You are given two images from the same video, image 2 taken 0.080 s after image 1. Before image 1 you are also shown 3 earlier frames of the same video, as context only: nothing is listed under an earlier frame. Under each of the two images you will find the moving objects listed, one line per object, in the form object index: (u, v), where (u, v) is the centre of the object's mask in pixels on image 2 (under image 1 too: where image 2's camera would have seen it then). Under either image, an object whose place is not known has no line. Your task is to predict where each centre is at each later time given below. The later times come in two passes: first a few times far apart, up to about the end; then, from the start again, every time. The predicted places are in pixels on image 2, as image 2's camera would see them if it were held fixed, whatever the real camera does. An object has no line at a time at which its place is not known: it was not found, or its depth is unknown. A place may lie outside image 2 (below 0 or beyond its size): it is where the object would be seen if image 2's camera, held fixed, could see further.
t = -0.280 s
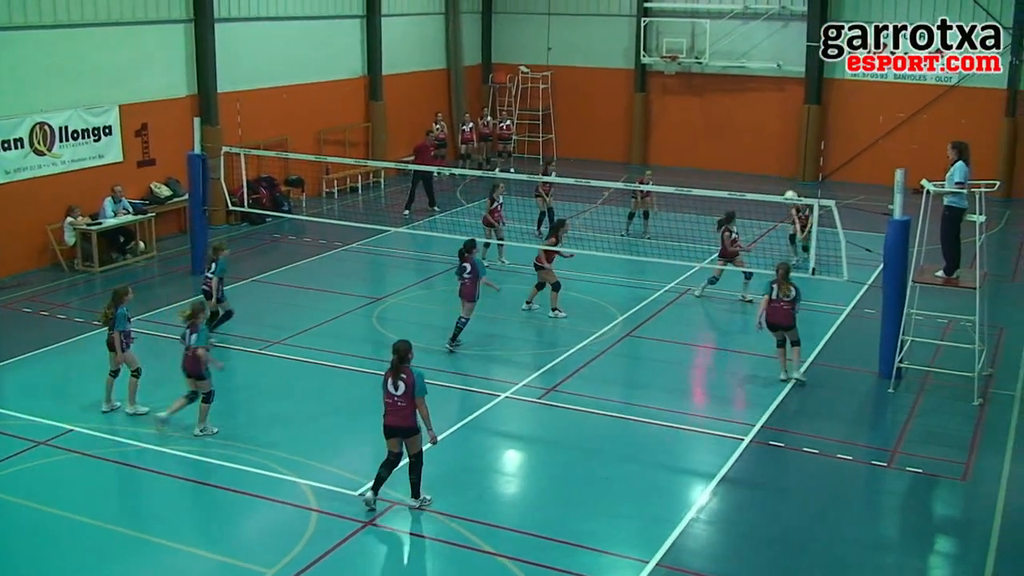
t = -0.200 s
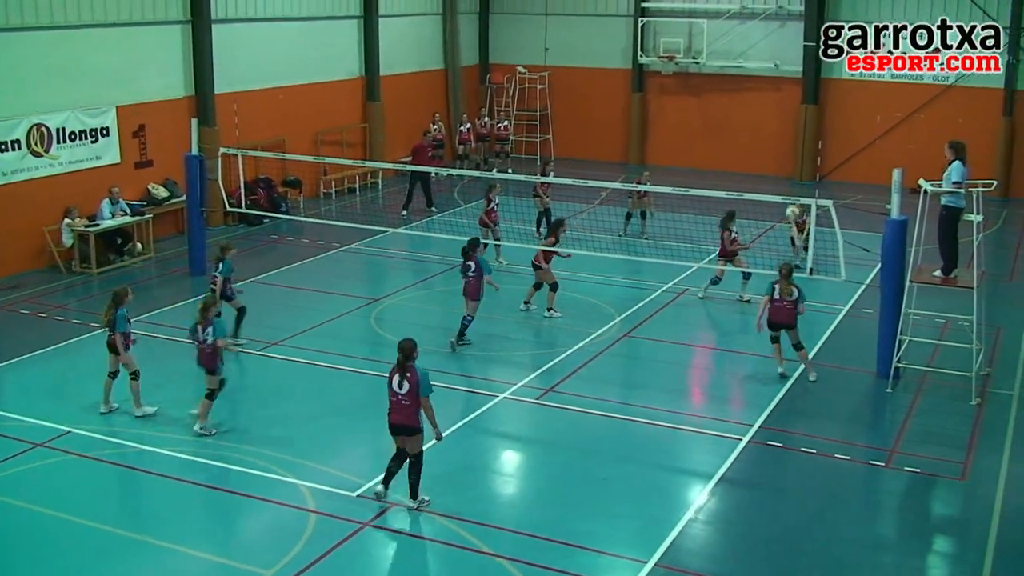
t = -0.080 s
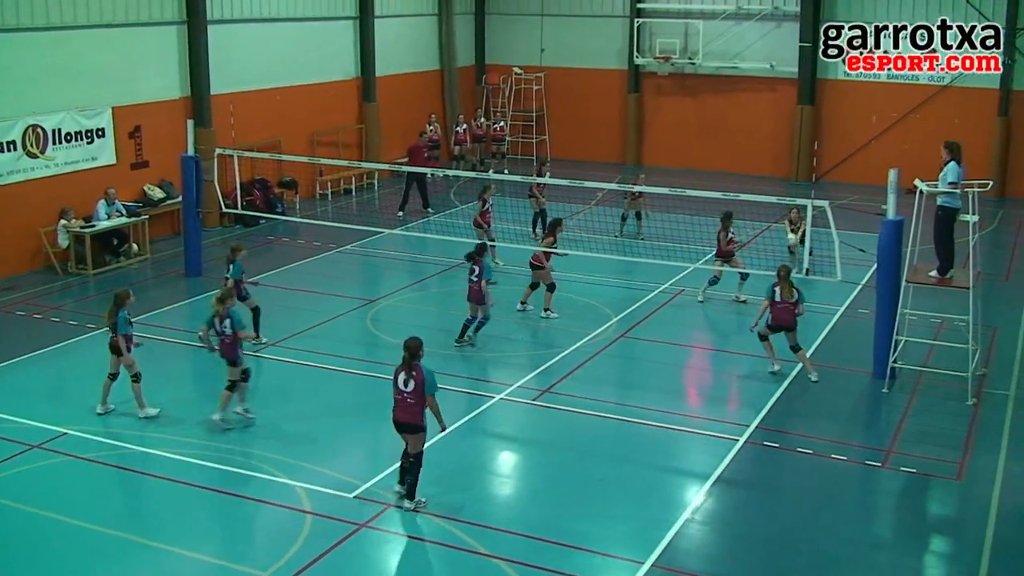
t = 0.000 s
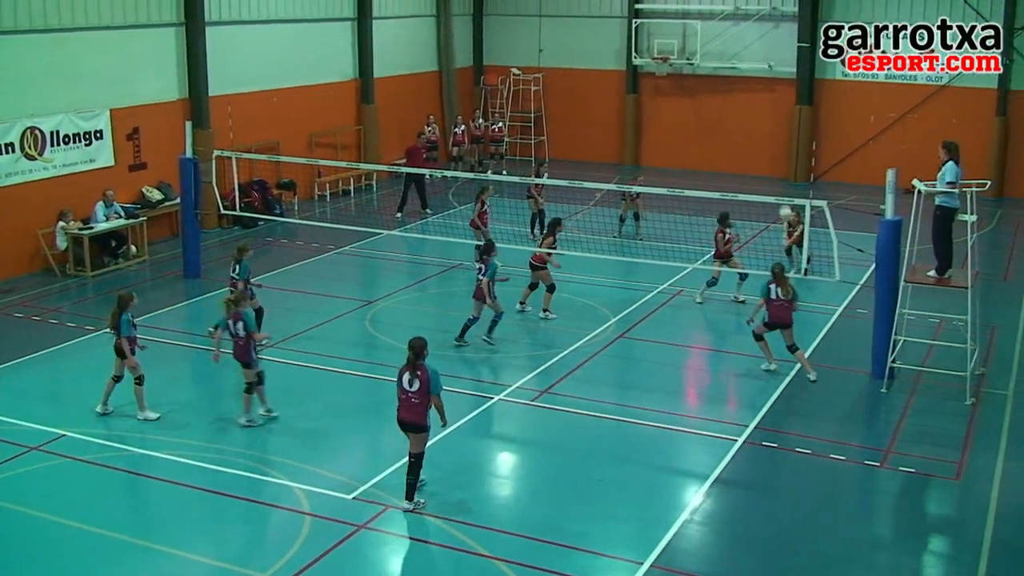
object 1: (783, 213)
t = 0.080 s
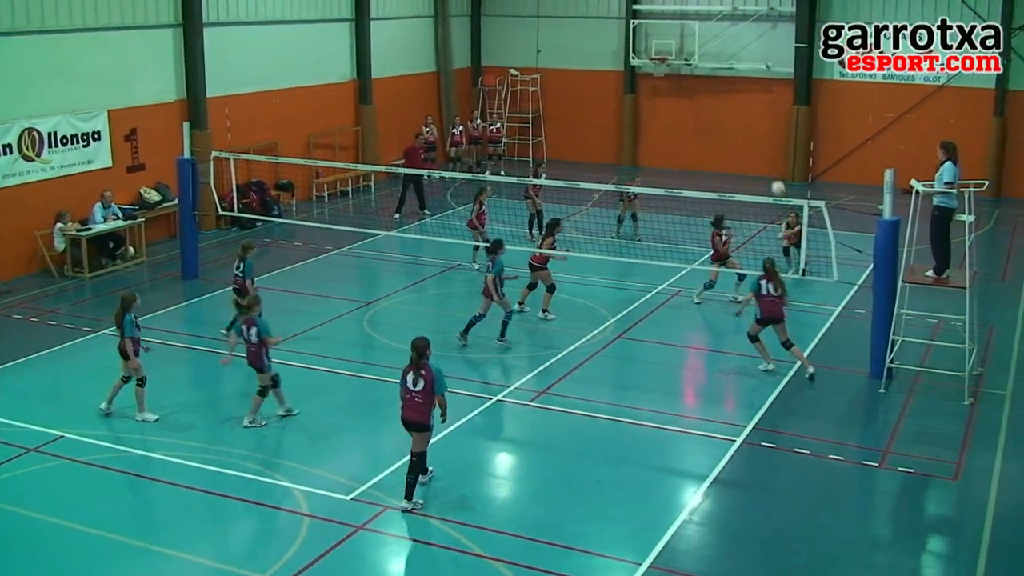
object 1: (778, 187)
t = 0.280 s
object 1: (763, 139)
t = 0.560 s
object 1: (740, 109)
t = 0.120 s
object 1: (775, 176)
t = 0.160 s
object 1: (772, 166)
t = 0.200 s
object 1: (769, 156)
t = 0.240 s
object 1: (766, 147)
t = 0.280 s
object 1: (763, 139)
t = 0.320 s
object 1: (760, 132)
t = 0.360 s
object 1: (757, 126)
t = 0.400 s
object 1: (754, 120)
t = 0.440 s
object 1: (751, 116)
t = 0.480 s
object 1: (748, 112)
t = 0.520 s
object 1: (744, 110)
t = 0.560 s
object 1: (740, 109)
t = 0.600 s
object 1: (737, 108)
